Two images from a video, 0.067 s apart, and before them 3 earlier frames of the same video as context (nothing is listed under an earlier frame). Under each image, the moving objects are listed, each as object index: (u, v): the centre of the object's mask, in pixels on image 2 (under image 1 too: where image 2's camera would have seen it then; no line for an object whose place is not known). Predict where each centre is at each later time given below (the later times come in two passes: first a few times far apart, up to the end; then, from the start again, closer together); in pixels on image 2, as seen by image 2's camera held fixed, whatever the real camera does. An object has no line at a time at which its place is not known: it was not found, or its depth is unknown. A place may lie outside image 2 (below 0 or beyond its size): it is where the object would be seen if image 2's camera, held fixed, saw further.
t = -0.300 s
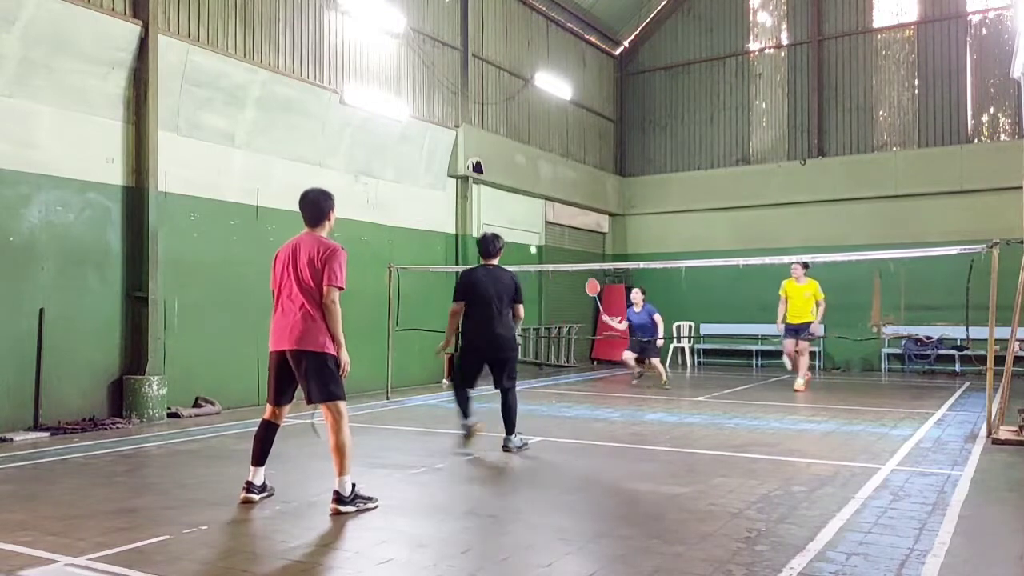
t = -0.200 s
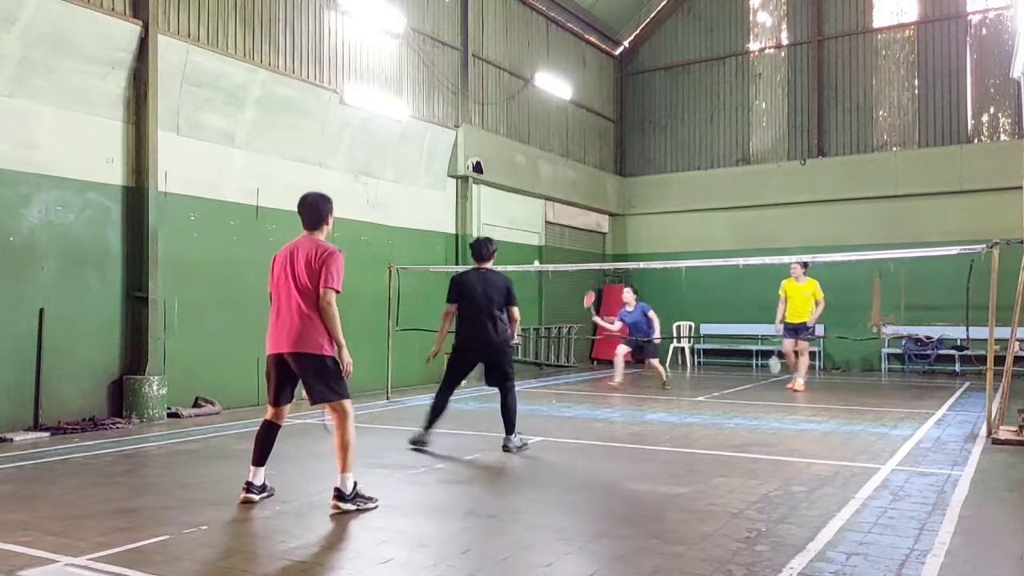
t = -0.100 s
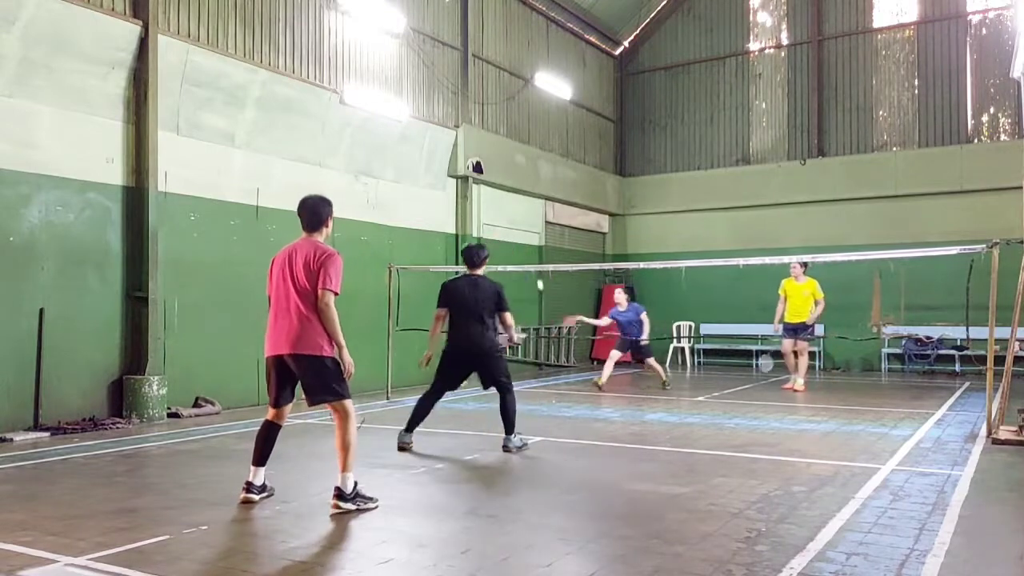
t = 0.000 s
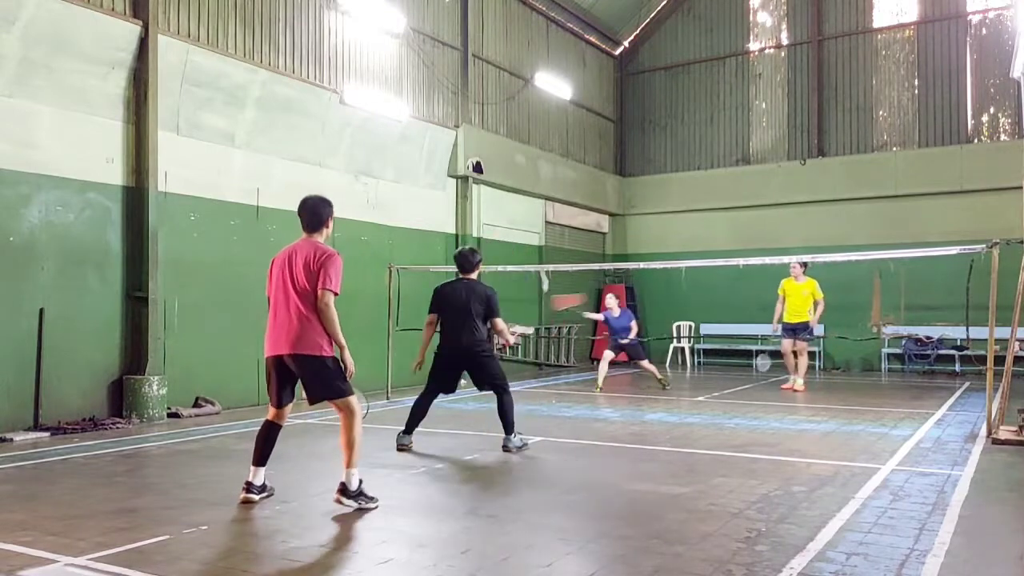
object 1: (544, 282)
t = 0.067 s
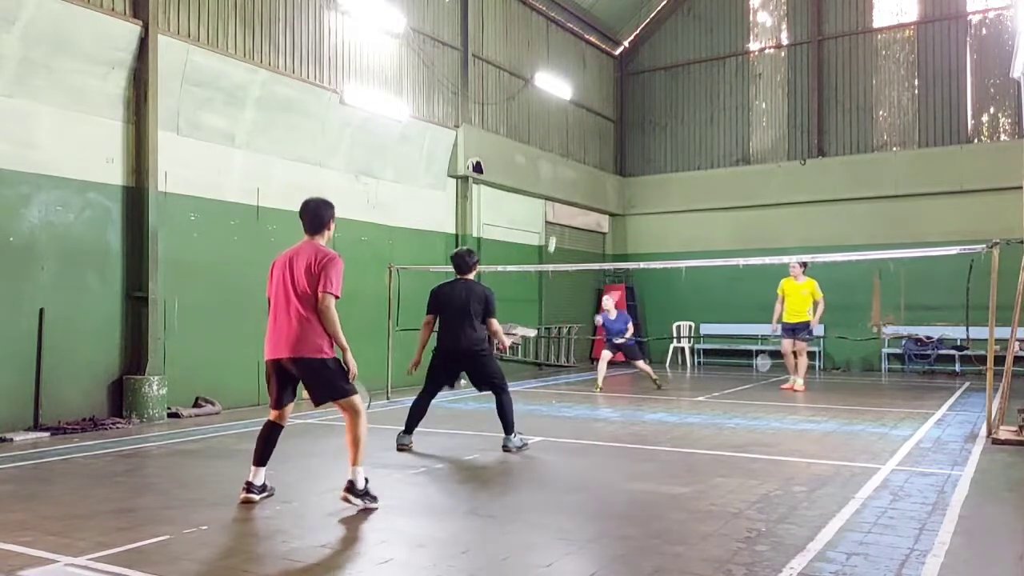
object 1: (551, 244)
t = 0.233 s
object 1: (569, 181)
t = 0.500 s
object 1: (601, 141)
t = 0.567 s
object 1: (608, 147)
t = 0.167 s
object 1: (562, 201)
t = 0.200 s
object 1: (565, 191)
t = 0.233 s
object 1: (569, 181)
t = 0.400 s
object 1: (588, 145)
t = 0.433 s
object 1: (592, 141)
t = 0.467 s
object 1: (597, 140)
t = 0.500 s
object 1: (601, 141)
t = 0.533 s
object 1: (604, 143)
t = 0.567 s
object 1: (608, 147)
